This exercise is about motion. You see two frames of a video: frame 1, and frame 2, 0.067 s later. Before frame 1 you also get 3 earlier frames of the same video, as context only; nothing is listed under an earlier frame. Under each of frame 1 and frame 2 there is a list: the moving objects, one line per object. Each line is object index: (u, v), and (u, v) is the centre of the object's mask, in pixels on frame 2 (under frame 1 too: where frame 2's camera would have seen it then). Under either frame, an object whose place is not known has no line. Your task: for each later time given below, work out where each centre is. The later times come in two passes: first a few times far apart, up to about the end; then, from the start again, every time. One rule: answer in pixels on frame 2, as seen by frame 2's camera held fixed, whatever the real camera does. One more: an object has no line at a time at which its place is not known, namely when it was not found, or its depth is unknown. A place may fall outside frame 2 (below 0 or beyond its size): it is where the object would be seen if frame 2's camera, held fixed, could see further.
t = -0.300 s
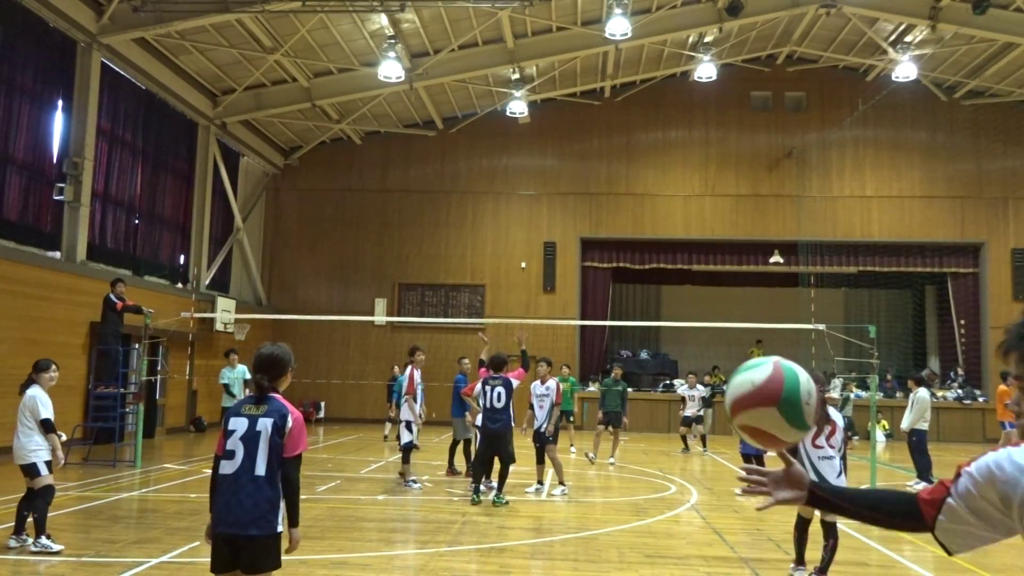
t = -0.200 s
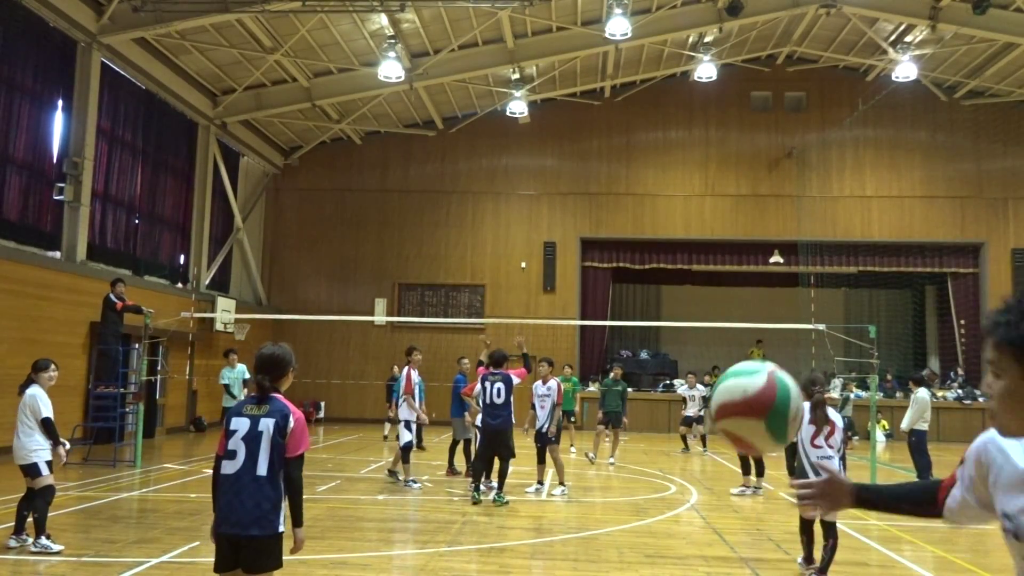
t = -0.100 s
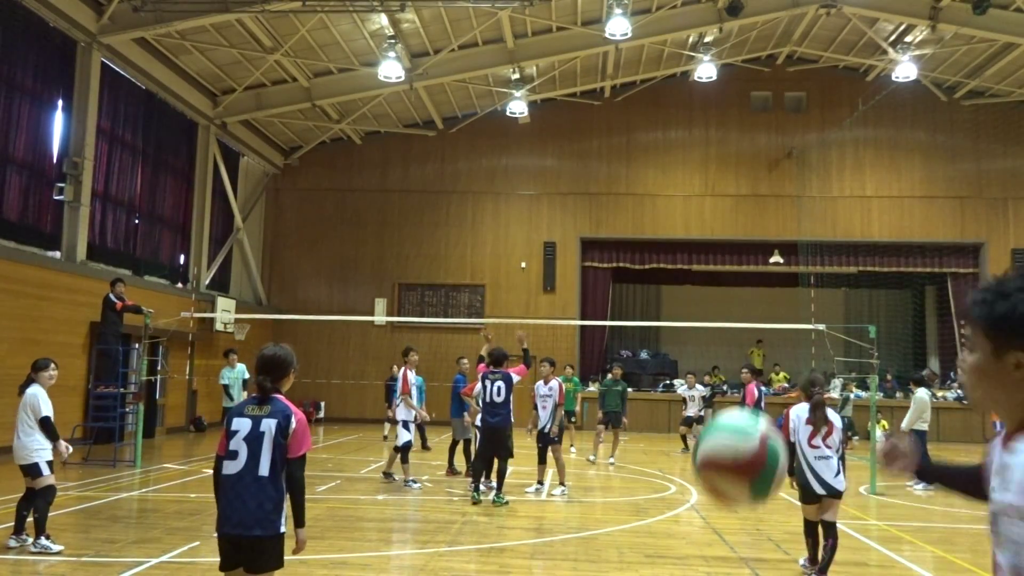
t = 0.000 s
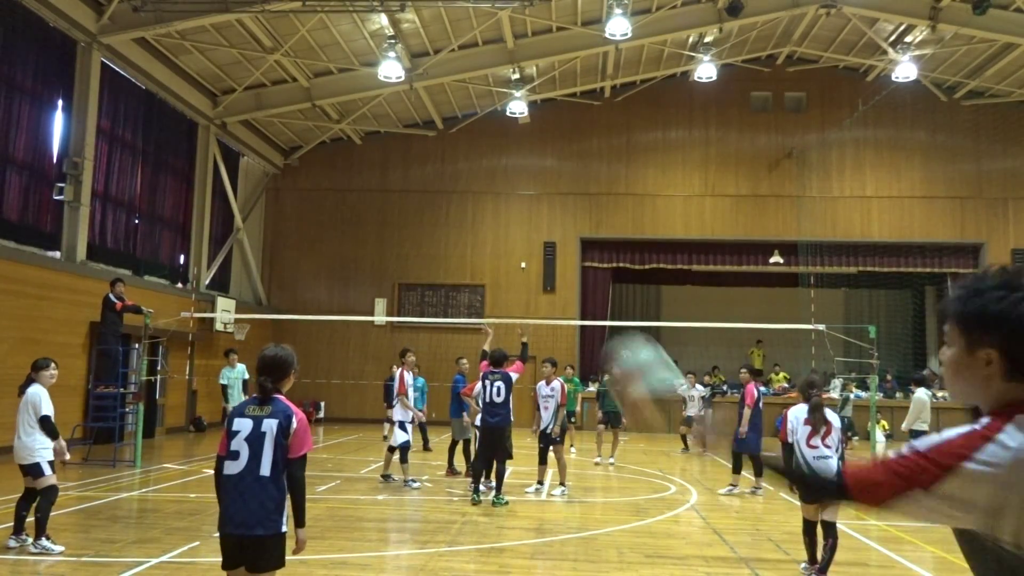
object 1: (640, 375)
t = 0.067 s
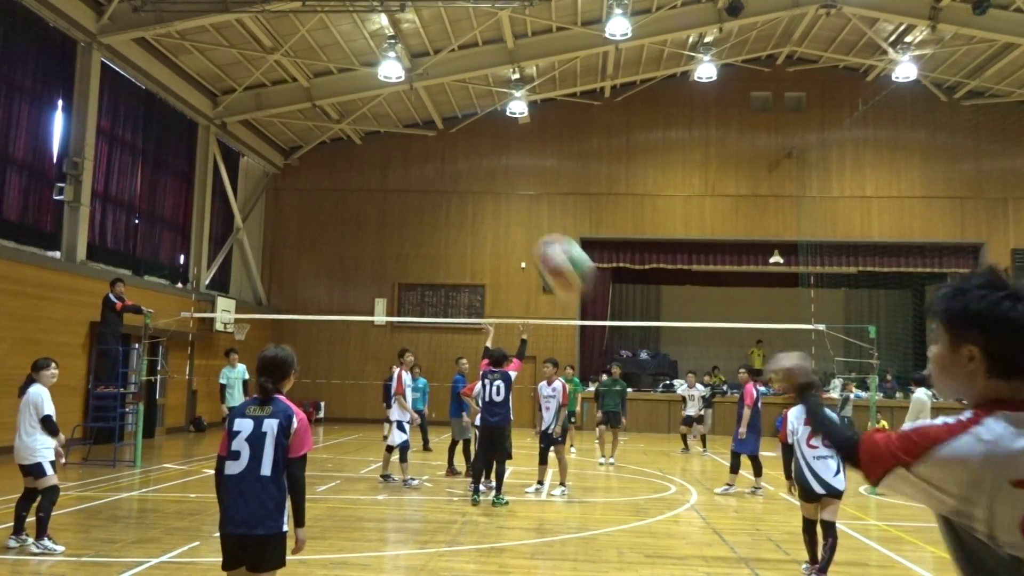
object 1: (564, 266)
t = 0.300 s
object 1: (454, 164)
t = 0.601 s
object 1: (408, 198)
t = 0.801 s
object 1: (391, 244)
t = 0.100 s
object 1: (537, 233)
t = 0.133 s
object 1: (516, 207)
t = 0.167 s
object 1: (498, 190)
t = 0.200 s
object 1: (484, 180)
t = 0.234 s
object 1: (473, 171)
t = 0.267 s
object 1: (463, 166)
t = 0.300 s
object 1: (454, 164)
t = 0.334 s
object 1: (447, 163)
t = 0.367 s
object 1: (439, 165)
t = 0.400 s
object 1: (433, 167)
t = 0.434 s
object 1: (428, 171)
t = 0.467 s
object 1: (424, 175)
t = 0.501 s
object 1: (419, 180)
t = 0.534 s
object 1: (415, 185)
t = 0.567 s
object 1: (411, 192)
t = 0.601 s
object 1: (408, 198)
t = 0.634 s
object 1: (405, 205)
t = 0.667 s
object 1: (401, 213)
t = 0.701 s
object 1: (398, 220)
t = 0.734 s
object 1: (396, 228)
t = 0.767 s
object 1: (393, 236)
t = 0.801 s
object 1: (391, 244)
